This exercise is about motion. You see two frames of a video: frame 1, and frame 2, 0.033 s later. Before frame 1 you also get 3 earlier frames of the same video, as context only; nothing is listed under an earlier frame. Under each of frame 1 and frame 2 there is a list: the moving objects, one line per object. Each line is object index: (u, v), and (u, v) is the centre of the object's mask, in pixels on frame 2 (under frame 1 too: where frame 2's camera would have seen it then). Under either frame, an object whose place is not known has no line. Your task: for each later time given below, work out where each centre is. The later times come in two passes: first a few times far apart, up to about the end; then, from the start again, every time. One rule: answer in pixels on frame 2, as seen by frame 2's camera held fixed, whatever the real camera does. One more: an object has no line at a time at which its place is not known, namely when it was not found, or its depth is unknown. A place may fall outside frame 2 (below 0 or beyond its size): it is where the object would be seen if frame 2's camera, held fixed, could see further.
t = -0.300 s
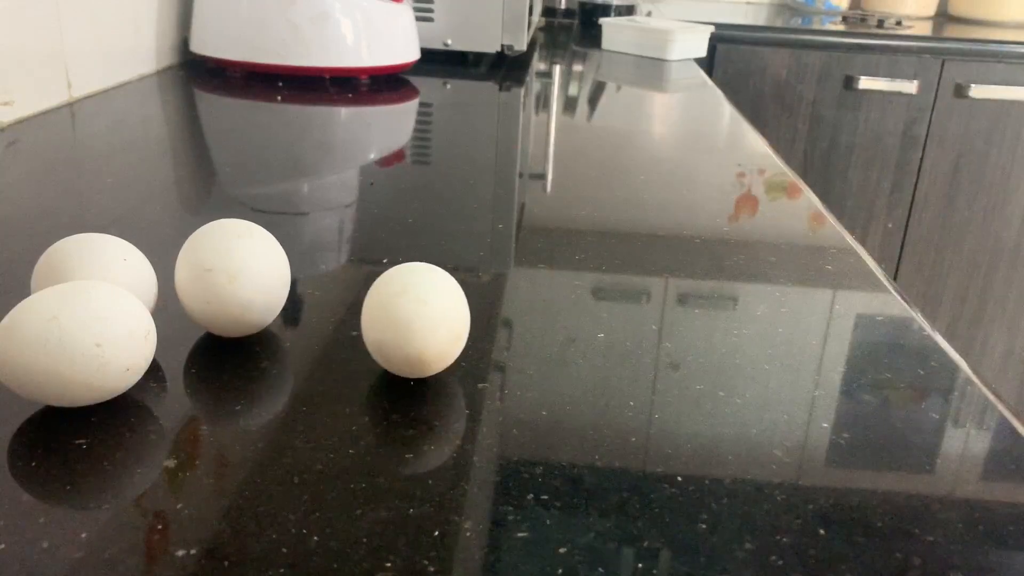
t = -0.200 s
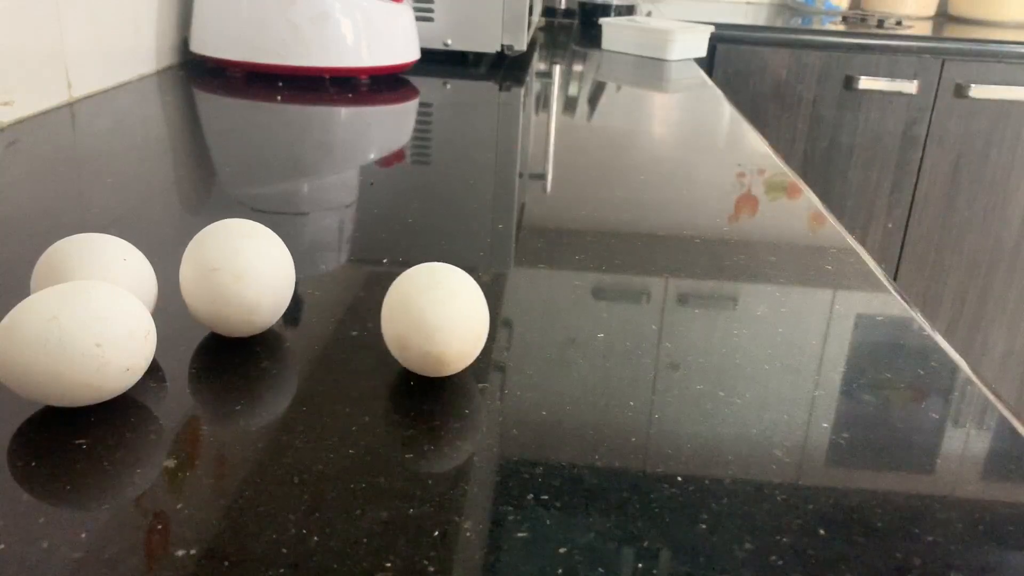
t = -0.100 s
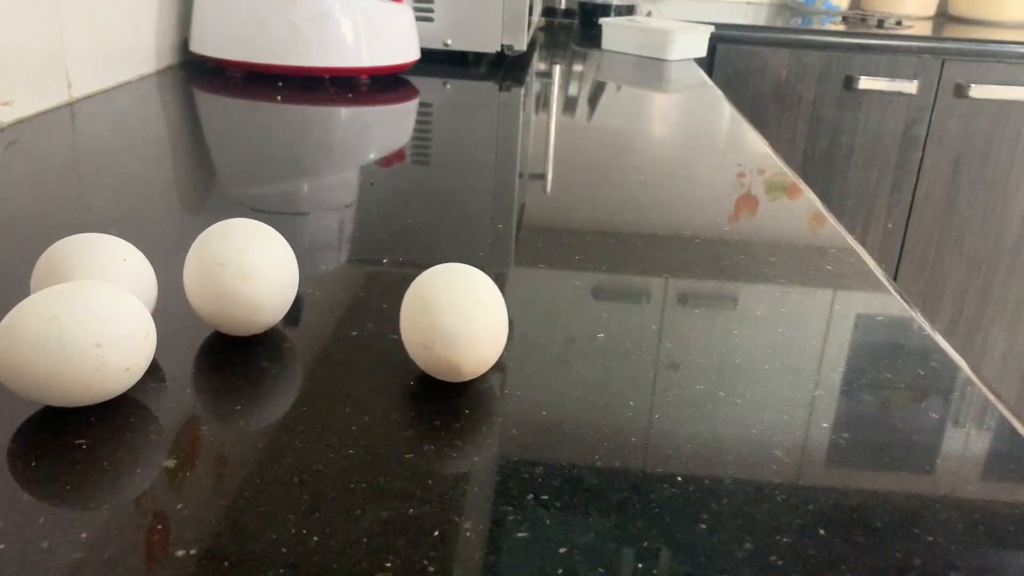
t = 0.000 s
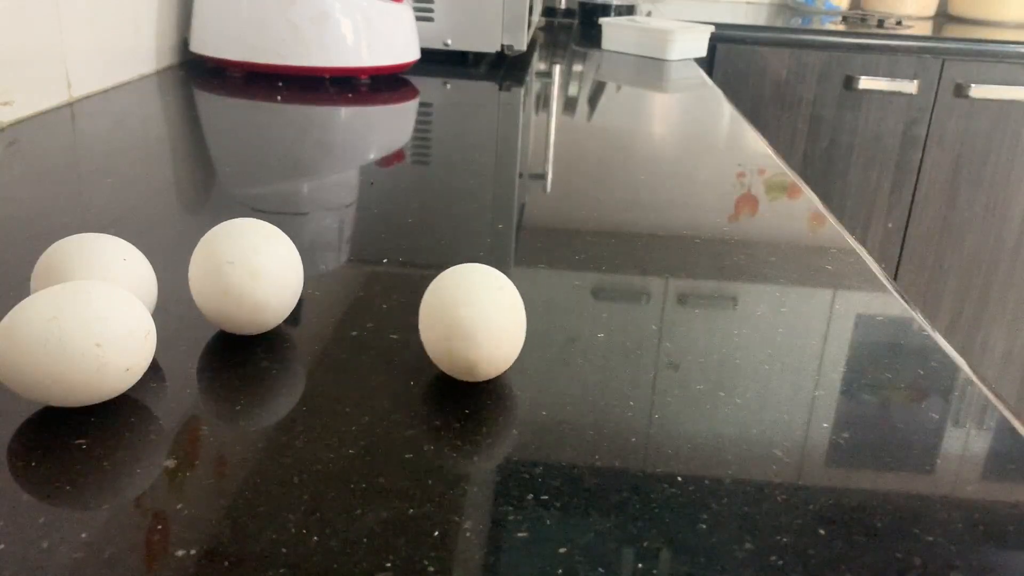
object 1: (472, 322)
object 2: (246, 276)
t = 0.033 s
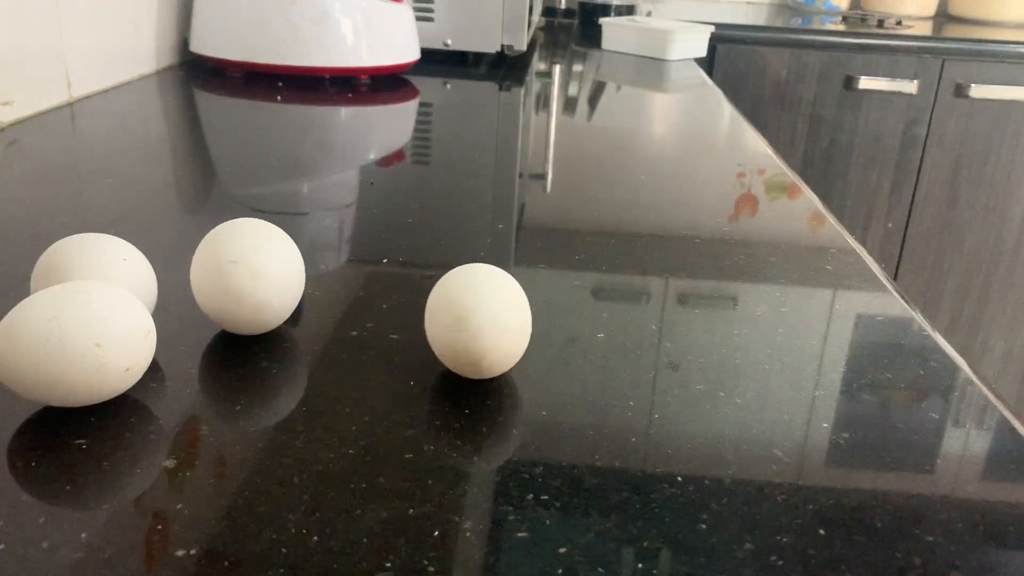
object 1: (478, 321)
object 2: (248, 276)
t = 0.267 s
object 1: (523, 320)
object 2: (260, 276)
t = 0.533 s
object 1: (578, 322)
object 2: (277, 275)
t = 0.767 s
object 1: (627, 320)
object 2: (294, 275)
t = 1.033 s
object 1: (671, 318)
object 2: (310, 275)
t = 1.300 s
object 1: (706, 318)
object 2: (323, 274)
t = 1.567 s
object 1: (743, 317)
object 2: (336, 276)
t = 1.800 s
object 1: (775, 318)
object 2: (359, 276)
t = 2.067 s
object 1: (807, 317)
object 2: (380, 278)
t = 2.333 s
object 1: (841, 316)
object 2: (392, 278)
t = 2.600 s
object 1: (881, 319)
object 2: (408, 279)
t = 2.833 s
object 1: (918, 319)
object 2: (426, 280)
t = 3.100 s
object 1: (951, 319)
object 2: (442, 281)
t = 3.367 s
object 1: (969, 319)
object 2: (464, 283)
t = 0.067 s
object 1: (484, 319)
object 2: (249, 276)
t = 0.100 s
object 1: (490, 319)
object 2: (251, 276)
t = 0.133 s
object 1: (497, 319)
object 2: (253, 276)
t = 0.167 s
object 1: (504, 320)
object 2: (254, 276)
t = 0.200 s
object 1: (510, 320)
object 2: (256, 276)
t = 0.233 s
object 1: (517, 320)
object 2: (258, 276)
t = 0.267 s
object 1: (523, 320)
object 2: (260, 276)
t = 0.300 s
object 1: (530, 319)
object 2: (263, 276)
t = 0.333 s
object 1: (536, 319)
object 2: (265, 276)
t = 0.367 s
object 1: (543, 320)
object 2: (267, 276)
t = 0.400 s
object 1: (550, 321)
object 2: (268, 276)
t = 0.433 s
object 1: (558, 322)
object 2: (271, 276)
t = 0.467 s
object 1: (565, 322)
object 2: (273, 276)
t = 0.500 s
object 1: (572, 323)
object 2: (274, 275)
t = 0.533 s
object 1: (578, 322)
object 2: (277, 275)
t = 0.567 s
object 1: (585, 321)
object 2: (279, 275)
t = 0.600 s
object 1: (591, 320)
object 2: (281, 275)
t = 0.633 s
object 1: (598, 319)
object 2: (284, 275)
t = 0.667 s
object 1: (606, 320)
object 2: (286, 274)
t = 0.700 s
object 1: (613, 321)
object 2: (289, 275)
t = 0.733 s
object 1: (621, 321)
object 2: (291, 275)
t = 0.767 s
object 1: (627, 320)
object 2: (294, 275)
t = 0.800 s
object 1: (633, 319)
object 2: (296, 275)
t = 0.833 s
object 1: (639, 319)
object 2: (298, 275)
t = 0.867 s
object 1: (645, 318)
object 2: (300, 275)
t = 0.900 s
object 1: (651, 319)
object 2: (302, 275)
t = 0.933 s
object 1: (656, 319)
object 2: (304, 275)
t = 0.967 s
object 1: (661, 318)
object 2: (306, 275)
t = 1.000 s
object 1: (666, 318)
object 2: (308, 275)
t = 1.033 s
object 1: (671, 318)
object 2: (310, 275)
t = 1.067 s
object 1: (676, 318)
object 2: (312, 275)
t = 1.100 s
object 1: (680, 318)
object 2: (313, 275)
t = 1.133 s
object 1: (684, 318)
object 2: (315, 276)
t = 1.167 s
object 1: (688, 318)
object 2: (317, 276)
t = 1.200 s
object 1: (693, 317)
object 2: (319, 275)
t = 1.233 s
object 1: (697, 317)
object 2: (321, 275)
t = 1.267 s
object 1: (701, 318)
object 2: (322, 275)
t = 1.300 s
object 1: (706, 318)
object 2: (323, 274)
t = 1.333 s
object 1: (711, 318)
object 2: (324, 274)
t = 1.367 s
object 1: (716, 319)
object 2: (326, 274)
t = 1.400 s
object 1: (721, 319)
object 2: (327, 274)
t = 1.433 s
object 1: (726, 319)
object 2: (329, 274)
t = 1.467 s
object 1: (730, 319)
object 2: (330, 275)
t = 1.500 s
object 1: (734, 319)
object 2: (332, 275)
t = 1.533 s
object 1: (739, 318)
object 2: (334, 276)
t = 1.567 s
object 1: (743, 317)
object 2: (336, 276)
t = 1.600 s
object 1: (747, 317)
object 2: (339, 276)
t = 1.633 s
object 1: (751, 316)
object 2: (341, 276)
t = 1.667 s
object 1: (756, 316)
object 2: (345, 276)
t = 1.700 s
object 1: (760, 316)
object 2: (348, 276)
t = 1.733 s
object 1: (765, 317)
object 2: (352, 276)
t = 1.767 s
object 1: (770, 318)
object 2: (355, 276)
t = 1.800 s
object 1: (775, 318)
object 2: (359, 276)
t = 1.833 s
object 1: (780, 319)
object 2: (362, 276)
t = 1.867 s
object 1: (784, 319)
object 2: (365, 277)
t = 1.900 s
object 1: (787, 318)
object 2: (368, 277)
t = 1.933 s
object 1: (790, 317)
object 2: (370, 277)
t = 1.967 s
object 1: (793, 316)
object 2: (373, 278)
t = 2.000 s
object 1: (796, 315)
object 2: (375, 278)
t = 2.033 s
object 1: (802, 316)
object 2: (378, 278)
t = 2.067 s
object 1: (807, 317)
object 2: (380, 278)
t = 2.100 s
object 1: (812, 317)
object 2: (382, 278)
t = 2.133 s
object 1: (817, 317)
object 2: (385, 278)
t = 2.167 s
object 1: (821, 317)
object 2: (386, 278)
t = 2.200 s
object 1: (824, 316)
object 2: (387, 278)
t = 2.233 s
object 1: (828, 316)
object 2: (388, 278)
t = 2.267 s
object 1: (831, 315)
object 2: (389, 278)
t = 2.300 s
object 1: (836, 315)
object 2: (391, 278)
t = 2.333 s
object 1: (841, 316)
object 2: (392, 278)
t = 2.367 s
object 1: (846, 317)
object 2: (394, 279)
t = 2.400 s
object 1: (851, 317)
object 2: (395, 279)
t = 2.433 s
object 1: (855, 317)
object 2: (397, 279)
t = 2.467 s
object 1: (860, 317)
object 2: (399, 279)
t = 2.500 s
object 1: (865, 317)
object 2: (401, 279)
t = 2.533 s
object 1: (870, 318)
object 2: (403, 279)
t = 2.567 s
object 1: (876, 318)
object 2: (406, 279)
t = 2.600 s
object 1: (881, 319)
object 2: (408, 279)
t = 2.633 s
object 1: (886, 319)
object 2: (410, 280)
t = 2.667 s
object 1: (891, 319)
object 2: (413, 280)
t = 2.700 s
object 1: (896, 319)
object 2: (415, 280)
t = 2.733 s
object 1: (901, 318)
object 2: (418, 280)
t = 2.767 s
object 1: (906, 318)
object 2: (420, 280)
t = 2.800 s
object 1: (912, 319)
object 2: (423, 280)
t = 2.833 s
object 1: (918, 319)
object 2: (426, 280)
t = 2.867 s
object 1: (923, 319)
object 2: (429, 281)
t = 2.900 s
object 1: (927, 319)
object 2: (432, 281)
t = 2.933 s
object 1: (932, 318)
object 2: (435, 281)
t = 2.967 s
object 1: (936, 318)
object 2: (437, 281)
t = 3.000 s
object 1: (941, 319)
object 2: (438, 280)
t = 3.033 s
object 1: (945, 319)
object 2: (439, 280)
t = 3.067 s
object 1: (948, 319)
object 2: (440, 281)
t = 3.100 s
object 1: (951, 319)
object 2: (442, 281)
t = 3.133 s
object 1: (953, 319)
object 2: (444, 281)
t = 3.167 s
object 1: (956, 318)
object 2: (446, 282)
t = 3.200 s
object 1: (958, 319)
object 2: (448, 282)
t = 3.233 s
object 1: (962, 319)
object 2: (451, 283)
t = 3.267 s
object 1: (964, 319)
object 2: (453, 283)
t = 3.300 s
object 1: (966, 319)
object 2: (457, 283)
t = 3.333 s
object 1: (968, 319)
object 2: (460, 283)
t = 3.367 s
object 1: (969, 319)
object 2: (464, 283)
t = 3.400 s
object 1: (971, 320)
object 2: (467, 283)
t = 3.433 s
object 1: (974, 320)
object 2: (470, 283)
